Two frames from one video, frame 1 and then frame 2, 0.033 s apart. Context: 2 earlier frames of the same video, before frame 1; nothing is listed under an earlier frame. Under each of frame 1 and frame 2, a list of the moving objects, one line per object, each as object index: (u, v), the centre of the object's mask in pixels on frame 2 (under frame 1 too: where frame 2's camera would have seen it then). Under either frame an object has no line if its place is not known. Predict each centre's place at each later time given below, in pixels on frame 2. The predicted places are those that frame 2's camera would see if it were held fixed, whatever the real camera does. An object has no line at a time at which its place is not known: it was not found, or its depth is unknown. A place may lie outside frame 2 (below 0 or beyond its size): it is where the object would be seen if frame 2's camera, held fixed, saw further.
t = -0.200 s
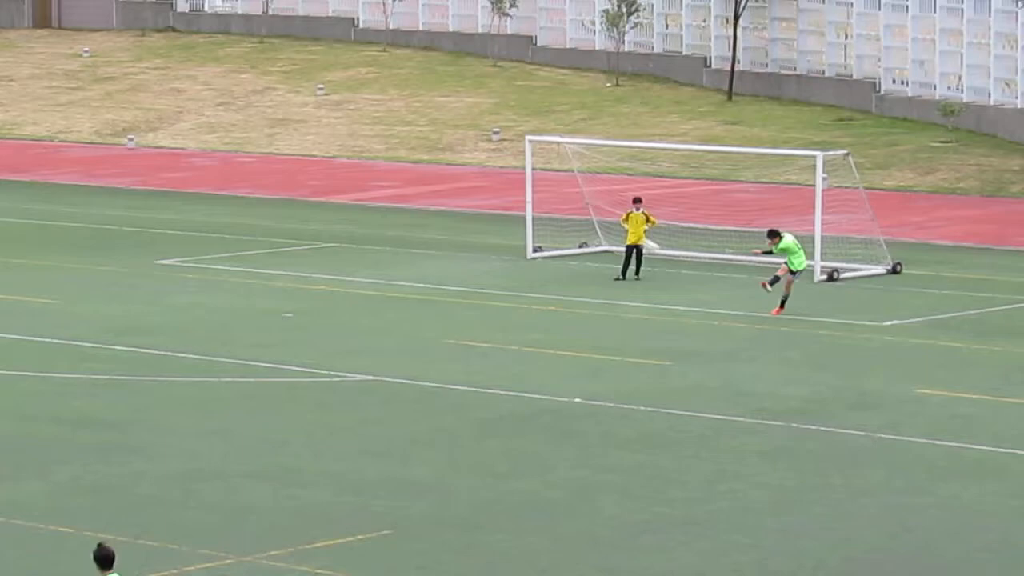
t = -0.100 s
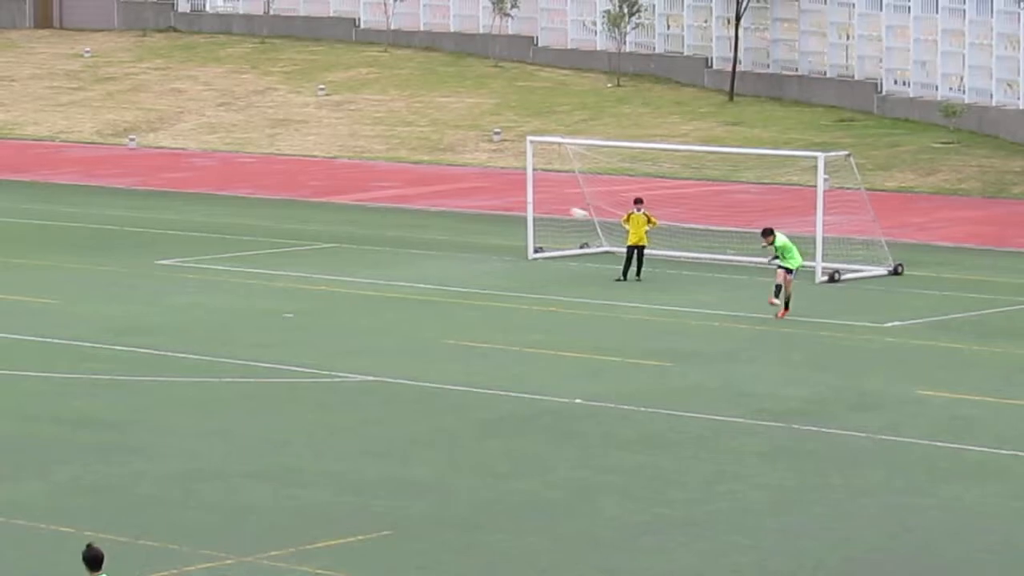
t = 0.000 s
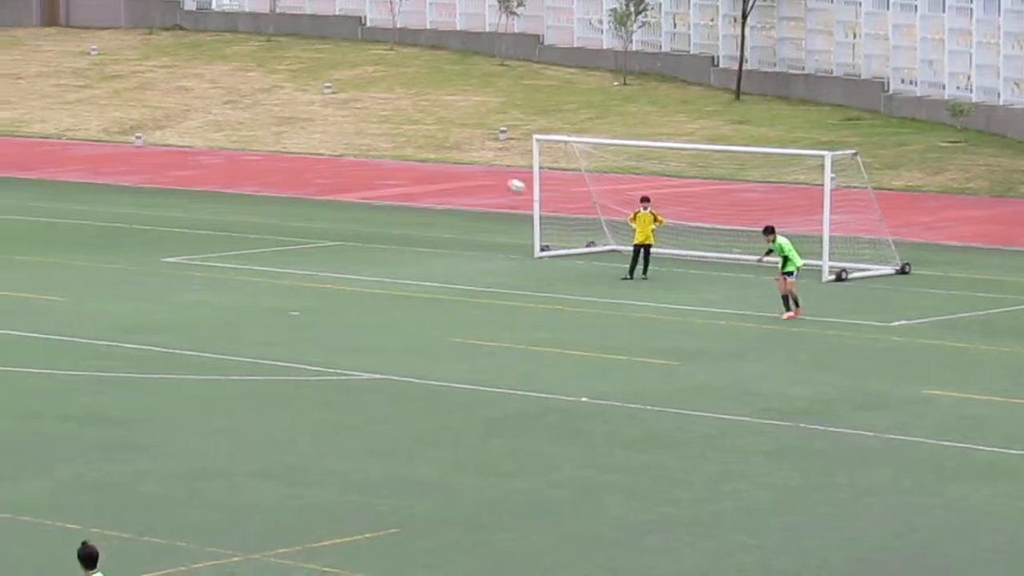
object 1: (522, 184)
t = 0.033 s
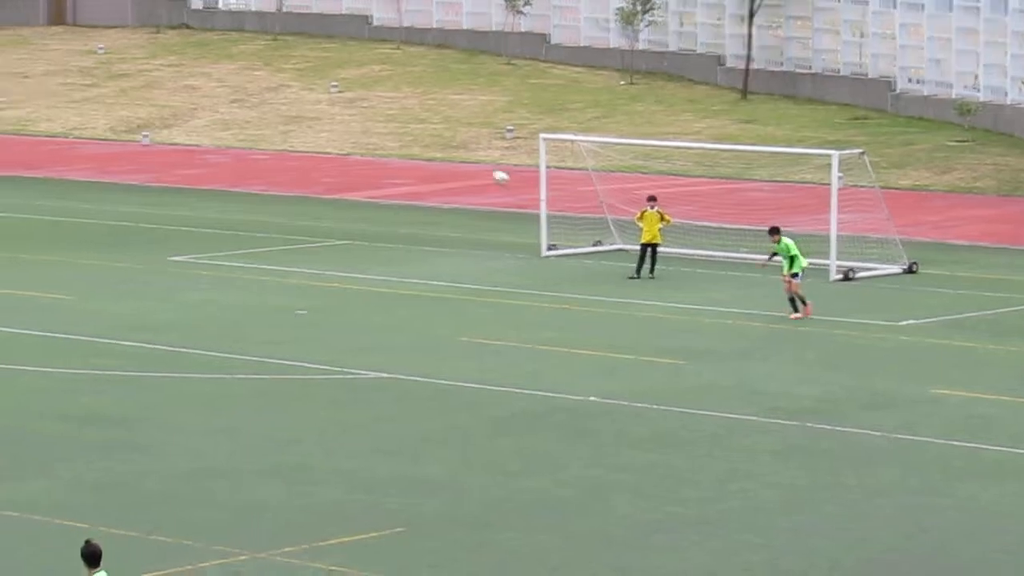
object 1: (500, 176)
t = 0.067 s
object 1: (478, 170)
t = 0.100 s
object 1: (459, 165)
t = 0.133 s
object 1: (438, 159)
